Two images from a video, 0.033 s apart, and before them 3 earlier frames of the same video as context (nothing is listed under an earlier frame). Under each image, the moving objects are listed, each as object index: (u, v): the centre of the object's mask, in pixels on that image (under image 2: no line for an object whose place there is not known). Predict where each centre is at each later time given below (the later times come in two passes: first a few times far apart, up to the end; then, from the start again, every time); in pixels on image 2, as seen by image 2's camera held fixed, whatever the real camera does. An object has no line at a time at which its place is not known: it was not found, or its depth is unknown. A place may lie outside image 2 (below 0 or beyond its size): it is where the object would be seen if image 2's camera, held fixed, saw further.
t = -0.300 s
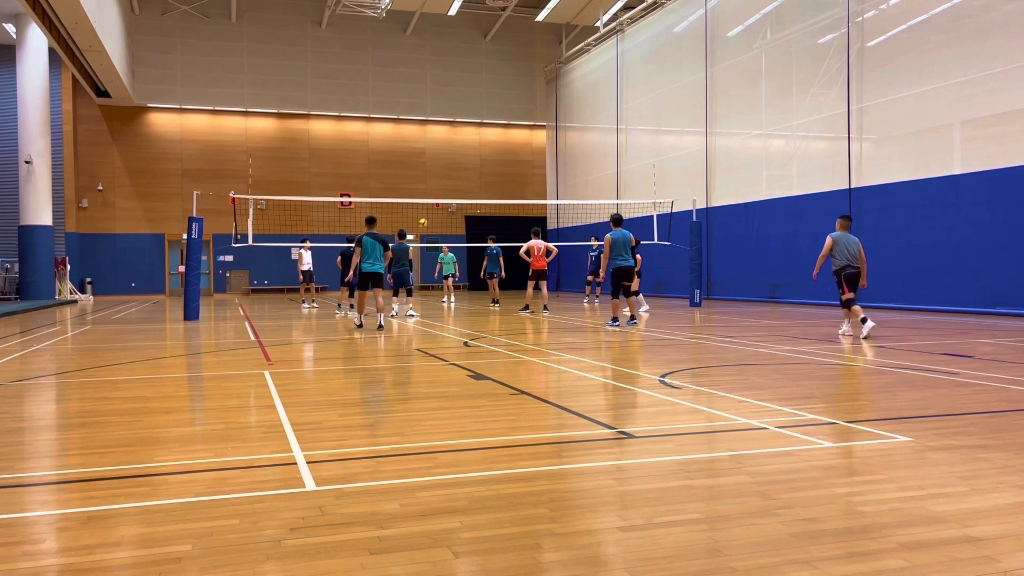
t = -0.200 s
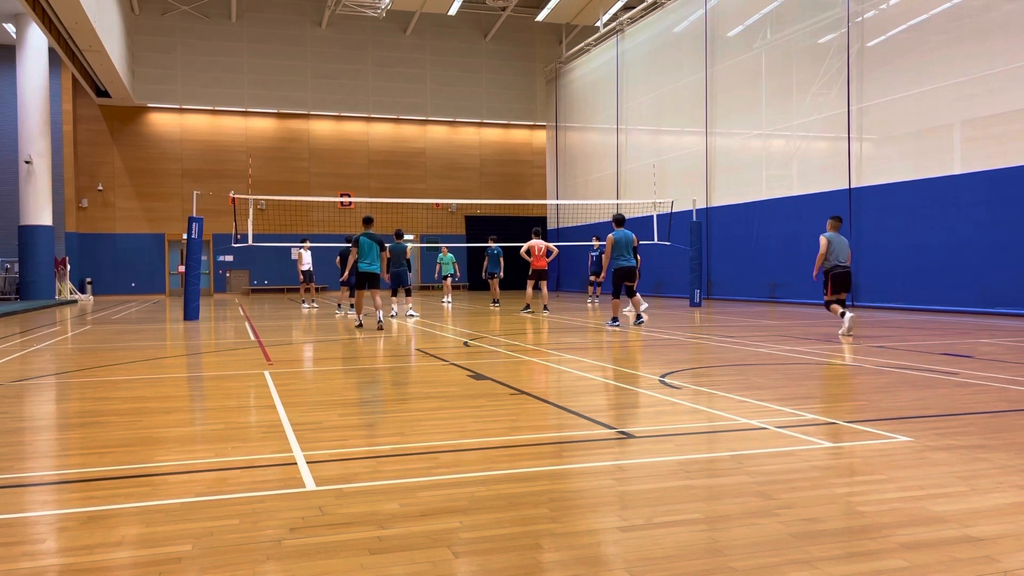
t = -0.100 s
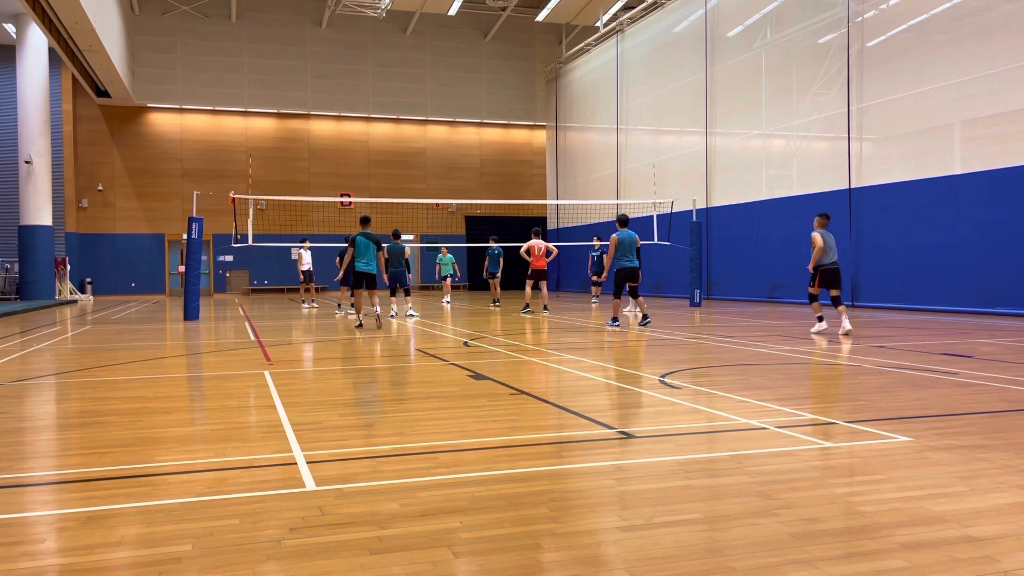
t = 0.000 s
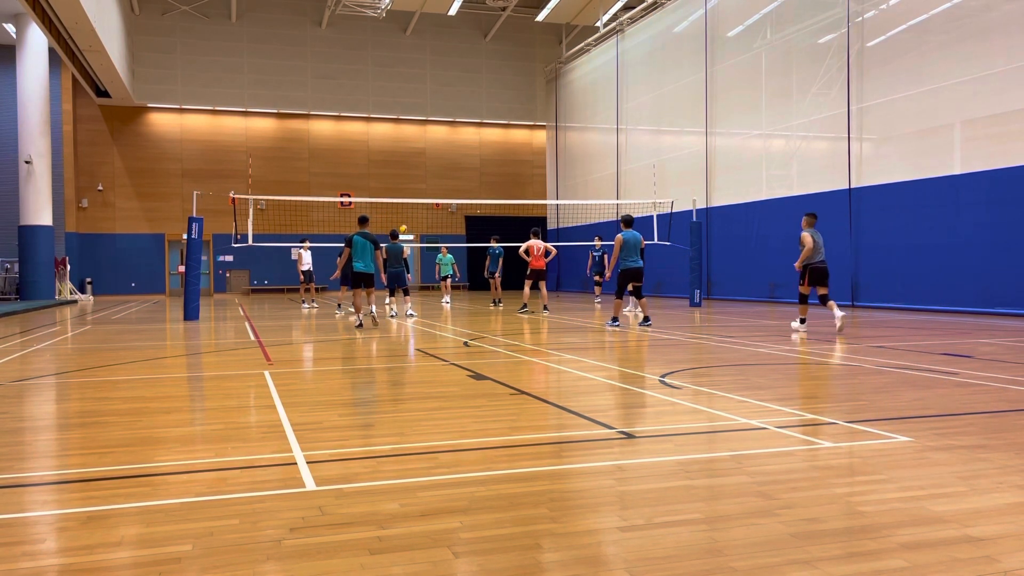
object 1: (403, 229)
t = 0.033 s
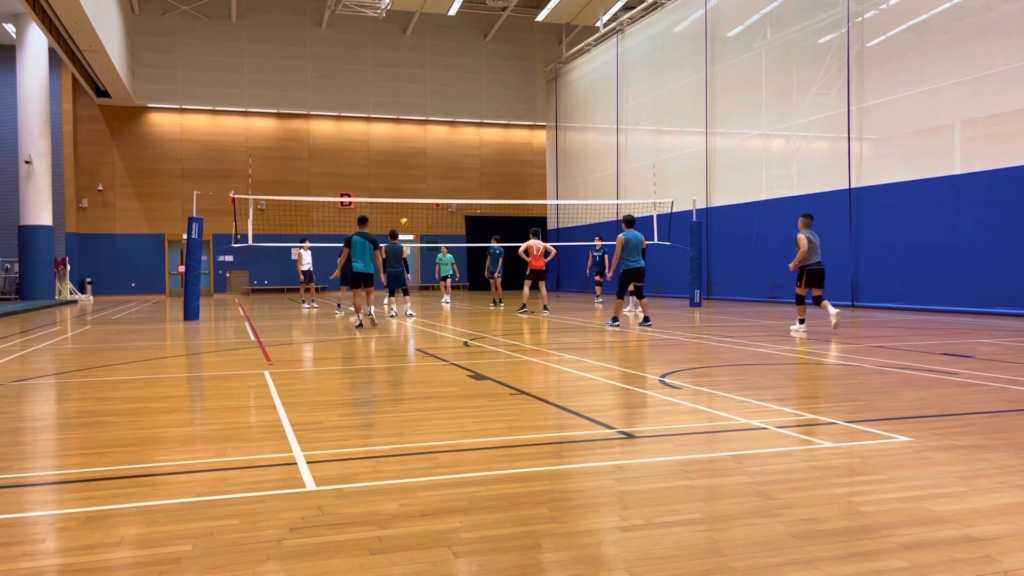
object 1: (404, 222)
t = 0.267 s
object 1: (409, 182)
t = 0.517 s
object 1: (414, 161)
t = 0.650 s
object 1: (417, 159)
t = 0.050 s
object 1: (404, 218)
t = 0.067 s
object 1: (405, 215)
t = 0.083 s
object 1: (405, 212)
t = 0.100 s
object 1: (405, 208)
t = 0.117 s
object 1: (406, 205)
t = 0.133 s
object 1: (406, 204)
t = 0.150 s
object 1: (406, 197)
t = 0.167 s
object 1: (407, 195)
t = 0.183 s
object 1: (407, 194)
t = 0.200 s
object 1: (408, 191)
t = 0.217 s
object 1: (408, 189)
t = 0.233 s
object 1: (408, 186)
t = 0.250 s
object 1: (409, 184)
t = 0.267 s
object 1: (409, 182)
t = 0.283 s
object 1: (409, 180)
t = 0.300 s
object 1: (409, 178)
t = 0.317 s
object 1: (410, 176)
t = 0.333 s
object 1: (410, 174)
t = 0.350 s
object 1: (411, 172)
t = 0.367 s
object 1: (411, 171)
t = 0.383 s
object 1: (411, 169)
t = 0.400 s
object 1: (412, 168)
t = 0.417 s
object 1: (412, 166)
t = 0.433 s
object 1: (412, 165)
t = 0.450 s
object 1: (413, 164)
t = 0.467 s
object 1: (413, 163)
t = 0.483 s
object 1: (413, 162)
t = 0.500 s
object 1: (414, 162)
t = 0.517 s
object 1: (414, 161)
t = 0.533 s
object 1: (415, 160)
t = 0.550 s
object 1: (415, 160)
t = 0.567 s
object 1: (415, 159)
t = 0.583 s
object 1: (416, 159)
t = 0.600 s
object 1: (416, 159)
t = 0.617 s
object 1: (417, 159)
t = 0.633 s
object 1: (417, 159)
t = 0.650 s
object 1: (417, 159)
